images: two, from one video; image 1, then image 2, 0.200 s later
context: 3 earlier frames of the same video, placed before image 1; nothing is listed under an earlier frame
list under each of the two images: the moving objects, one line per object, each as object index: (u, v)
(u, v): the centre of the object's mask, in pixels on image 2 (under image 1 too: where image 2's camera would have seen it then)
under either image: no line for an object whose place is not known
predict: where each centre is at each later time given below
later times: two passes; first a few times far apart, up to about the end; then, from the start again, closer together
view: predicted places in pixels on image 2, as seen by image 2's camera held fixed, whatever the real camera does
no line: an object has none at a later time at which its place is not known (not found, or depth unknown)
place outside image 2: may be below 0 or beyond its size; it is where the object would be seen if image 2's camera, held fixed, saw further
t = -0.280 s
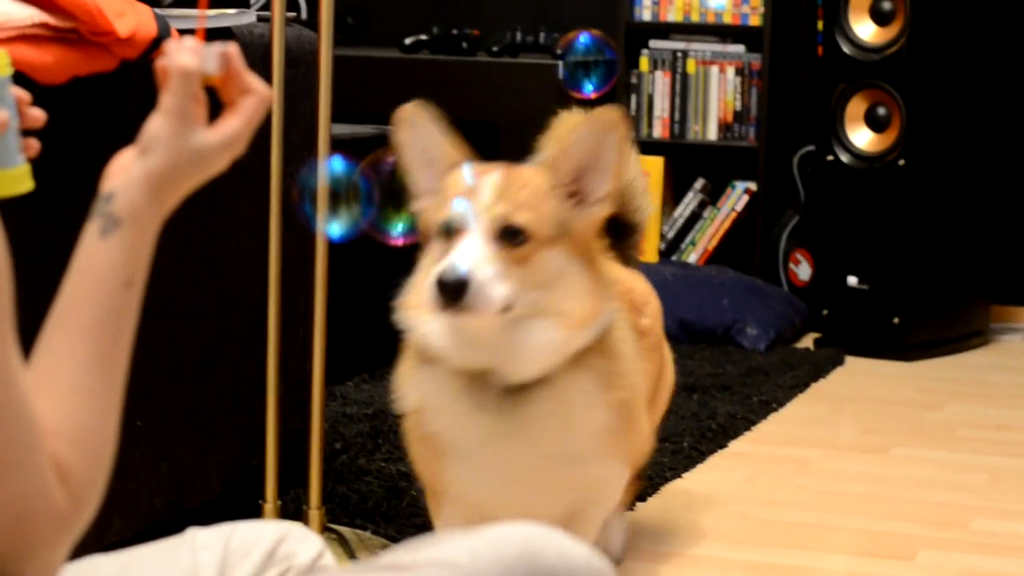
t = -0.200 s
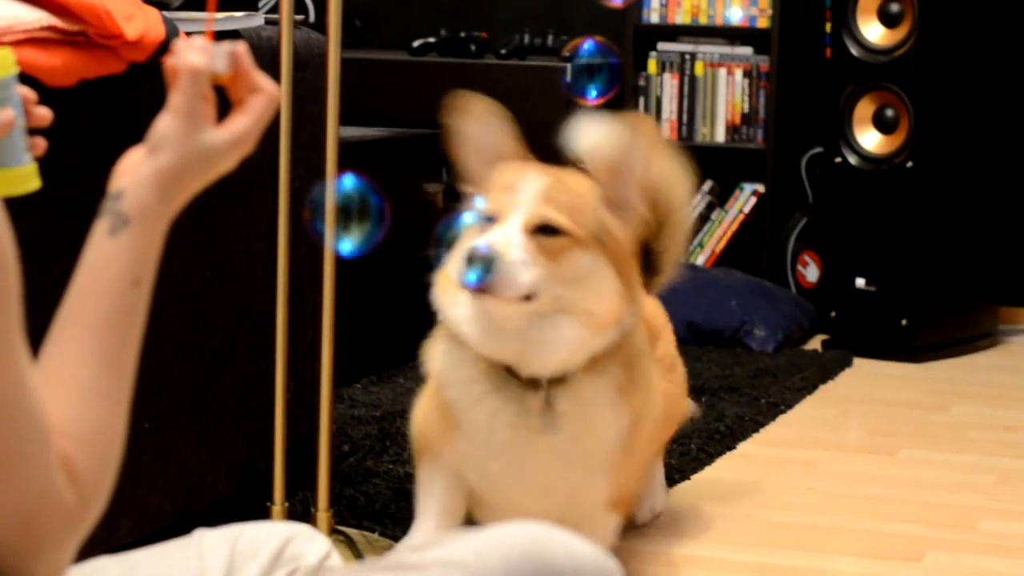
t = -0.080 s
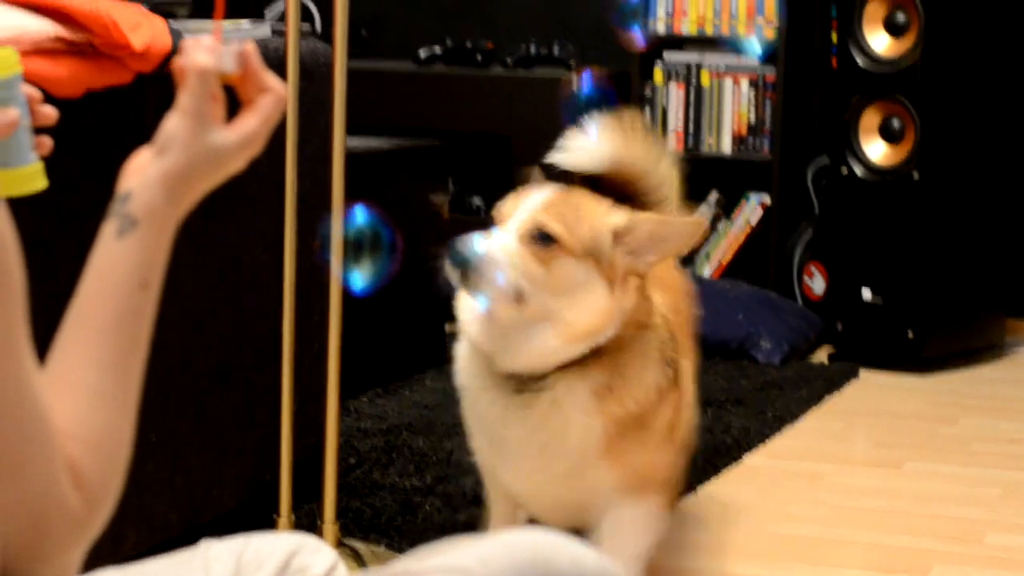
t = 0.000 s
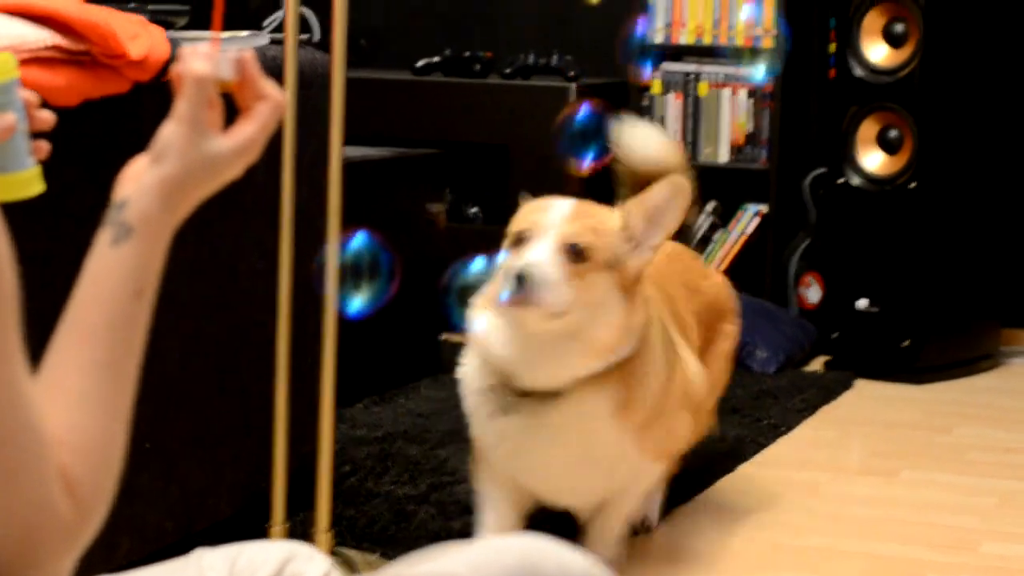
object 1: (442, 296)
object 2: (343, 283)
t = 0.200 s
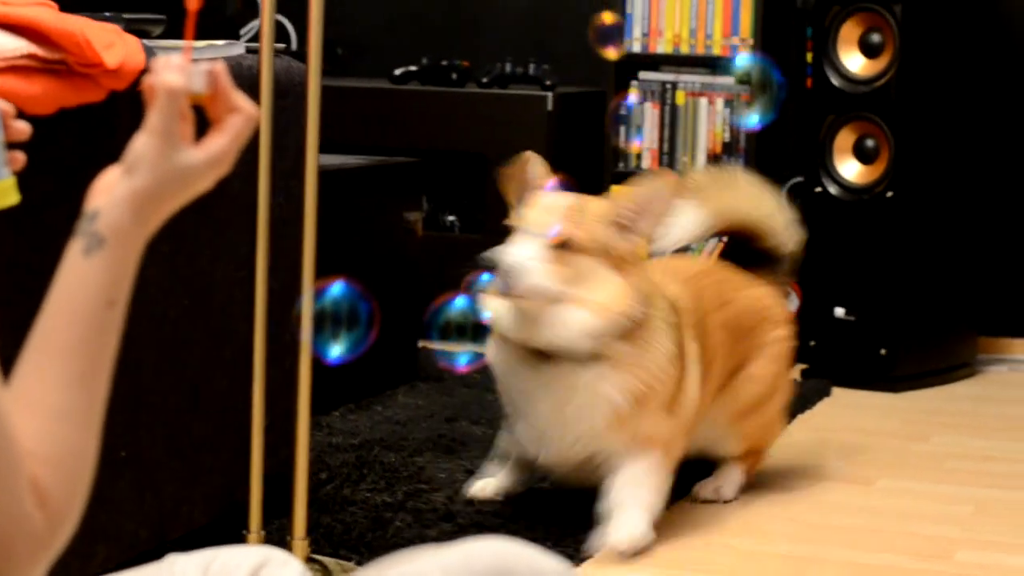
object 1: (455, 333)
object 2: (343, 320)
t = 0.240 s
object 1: (454, 342)
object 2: (342, 329)
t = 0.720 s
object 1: (459, 410)
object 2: (346, 424)
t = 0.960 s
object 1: (449, 440)
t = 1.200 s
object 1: (444, 467)
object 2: (344, 509)
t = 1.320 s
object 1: (443, 481)
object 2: (342, 524)
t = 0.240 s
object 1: (454, 342)
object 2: (342, 329)
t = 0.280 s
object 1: (457, 347)
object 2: (342, 338)
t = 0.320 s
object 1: (459, 353)
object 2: (342, 346)
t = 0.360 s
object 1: (458, 359)
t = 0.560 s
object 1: (459, 389)
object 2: (343, 394)
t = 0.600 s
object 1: (458, 394)
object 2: (343, 402)
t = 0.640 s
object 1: (458, 399)
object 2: (343, 409)
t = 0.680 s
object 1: (459, 405)
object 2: (345, 417)
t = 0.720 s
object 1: (459, 410)
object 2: (346, 424)
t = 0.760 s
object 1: (457, 415)
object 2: (347, 432)
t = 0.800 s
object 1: (455, 422)
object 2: (347, 441)
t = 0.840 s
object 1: (452, 425)
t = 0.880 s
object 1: (451, 430)
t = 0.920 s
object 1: (450, 435)
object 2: (346, 460)
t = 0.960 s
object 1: (449, 440)
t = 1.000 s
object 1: (447, 445)
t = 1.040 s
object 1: (447, 450)
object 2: (346, 482)
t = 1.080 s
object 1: (446, 454)
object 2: (347, 489)
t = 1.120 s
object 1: (446, 458)
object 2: (346, 496)
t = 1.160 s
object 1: (445, 463)
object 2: (345, 503)
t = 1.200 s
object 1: (444, 467)
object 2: (344, 509)
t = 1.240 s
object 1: (444, 472)
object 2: (344, 515)
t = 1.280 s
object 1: (444, 476)
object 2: (343, 520)
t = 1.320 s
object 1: (443, 481)
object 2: (342, 524)
